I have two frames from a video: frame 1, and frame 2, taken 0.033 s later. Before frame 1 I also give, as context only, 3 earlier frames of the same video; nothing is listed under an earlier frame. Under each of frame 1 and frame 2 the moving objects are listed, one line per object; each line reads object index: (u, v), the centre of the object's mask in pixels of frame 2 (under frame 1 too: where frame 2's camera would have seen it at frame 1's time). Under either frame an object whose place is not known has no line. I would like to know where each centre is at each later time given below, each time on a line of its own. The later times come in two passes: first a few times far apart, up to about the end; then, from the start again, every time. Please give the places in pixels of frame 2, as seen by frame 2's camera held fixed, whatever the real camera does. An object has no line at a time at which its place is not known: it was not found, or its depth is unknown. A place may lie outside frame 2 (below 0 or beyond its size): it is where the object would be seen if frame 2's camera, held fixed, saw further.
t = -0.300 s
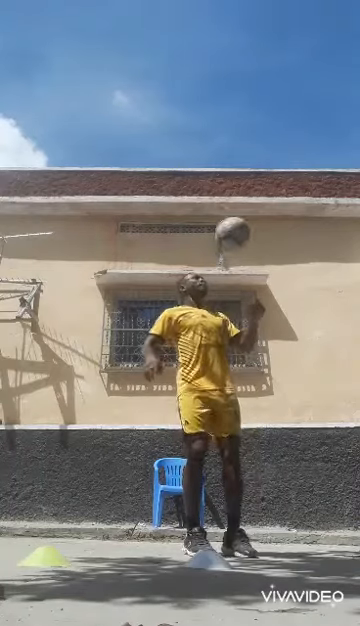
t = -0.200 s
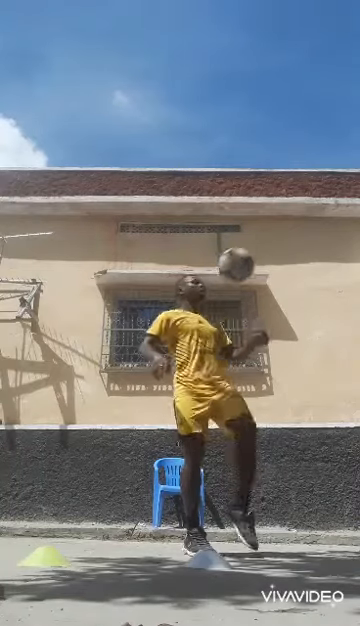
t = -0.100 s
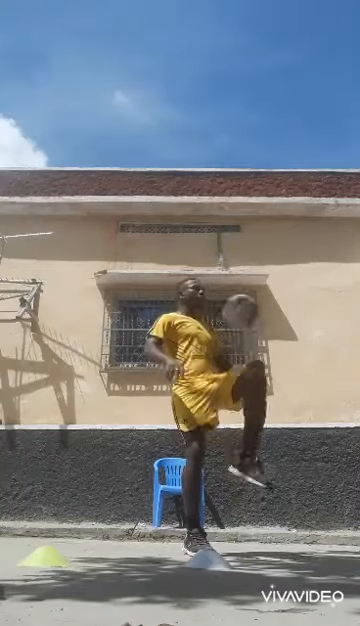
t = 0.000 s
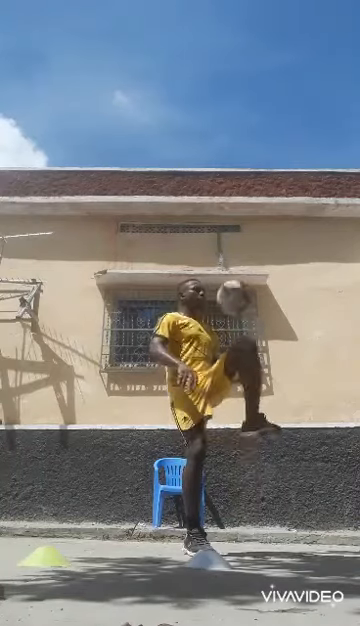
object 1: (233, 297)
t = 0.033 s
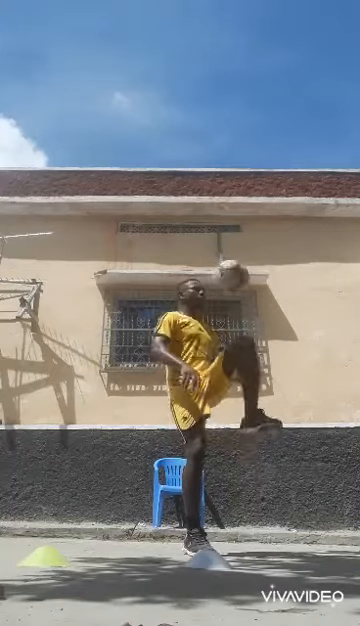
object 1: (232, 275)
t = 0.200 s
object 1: (211, 208)
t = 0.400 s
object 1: (196, 178)
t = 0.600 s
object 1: (184, 187)
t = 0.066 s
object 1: (226, 259)
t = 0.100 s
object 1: (222, 242)
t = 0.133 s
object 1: (218, 228)
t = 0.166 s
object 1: (214, 217)
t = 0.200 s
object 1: (211, 208)
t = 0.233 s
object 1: (210, 199)
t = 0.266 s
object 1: (206, 192)
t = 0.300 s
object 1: (204, 187)
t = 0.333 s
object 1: (201, 182)
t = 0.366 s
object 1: (199, 180)
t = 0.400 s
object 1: (196, 178)
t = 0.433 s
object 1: (194, 178)
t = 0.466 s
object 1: (192, 177)
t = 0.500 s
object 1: (190, 178)
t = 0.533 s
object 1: (187, 180)
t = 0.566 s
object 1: (185, 182)
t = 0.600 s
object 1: (184, 187)
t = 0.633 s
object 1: (181, 191)
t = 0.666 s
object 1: (179, 198)
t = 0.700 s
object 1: (178, 208)
